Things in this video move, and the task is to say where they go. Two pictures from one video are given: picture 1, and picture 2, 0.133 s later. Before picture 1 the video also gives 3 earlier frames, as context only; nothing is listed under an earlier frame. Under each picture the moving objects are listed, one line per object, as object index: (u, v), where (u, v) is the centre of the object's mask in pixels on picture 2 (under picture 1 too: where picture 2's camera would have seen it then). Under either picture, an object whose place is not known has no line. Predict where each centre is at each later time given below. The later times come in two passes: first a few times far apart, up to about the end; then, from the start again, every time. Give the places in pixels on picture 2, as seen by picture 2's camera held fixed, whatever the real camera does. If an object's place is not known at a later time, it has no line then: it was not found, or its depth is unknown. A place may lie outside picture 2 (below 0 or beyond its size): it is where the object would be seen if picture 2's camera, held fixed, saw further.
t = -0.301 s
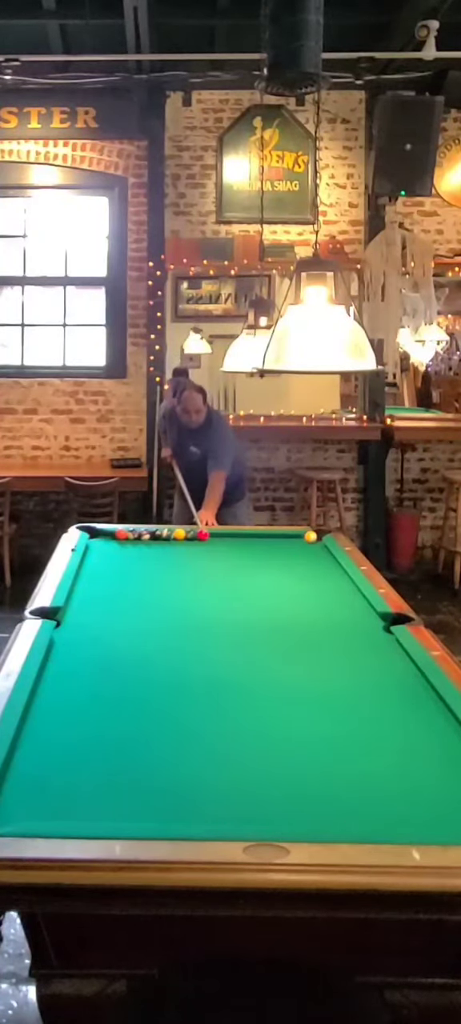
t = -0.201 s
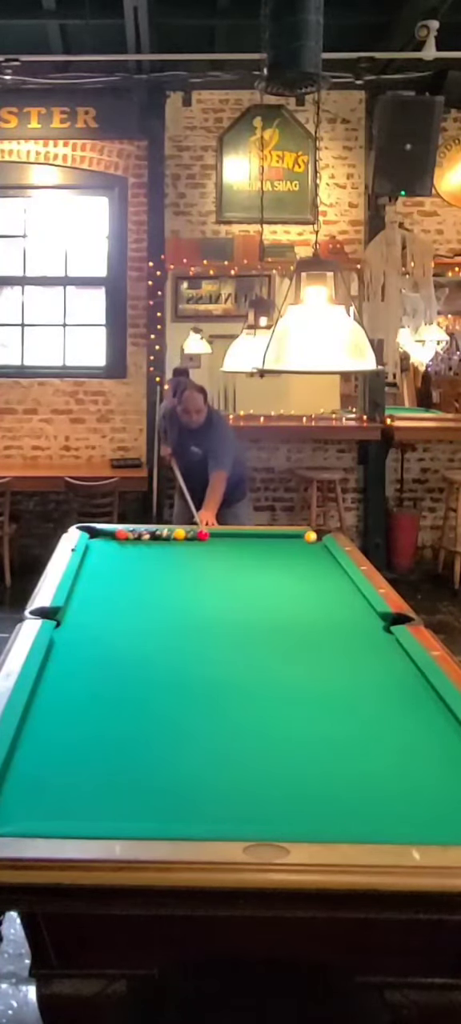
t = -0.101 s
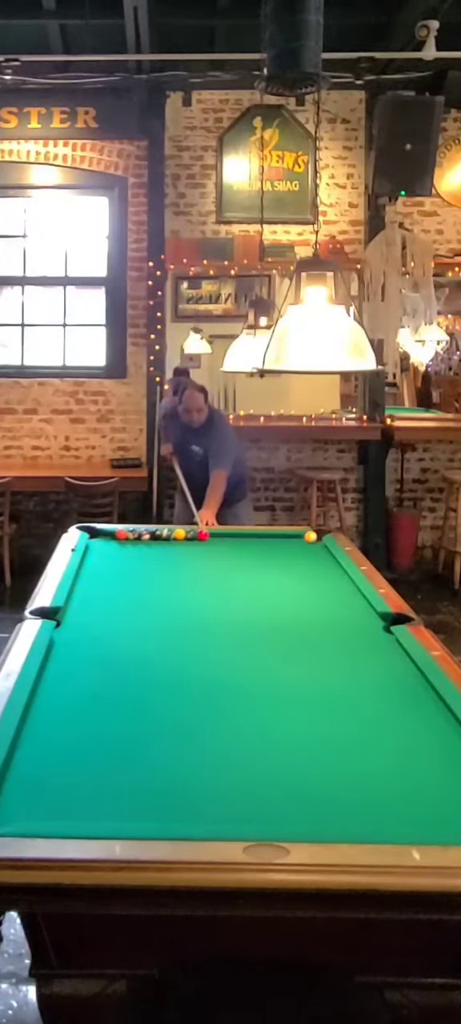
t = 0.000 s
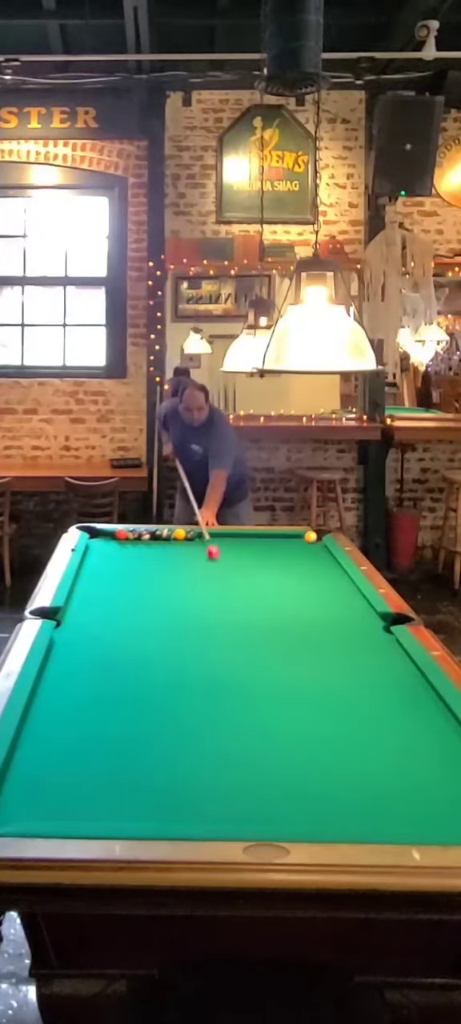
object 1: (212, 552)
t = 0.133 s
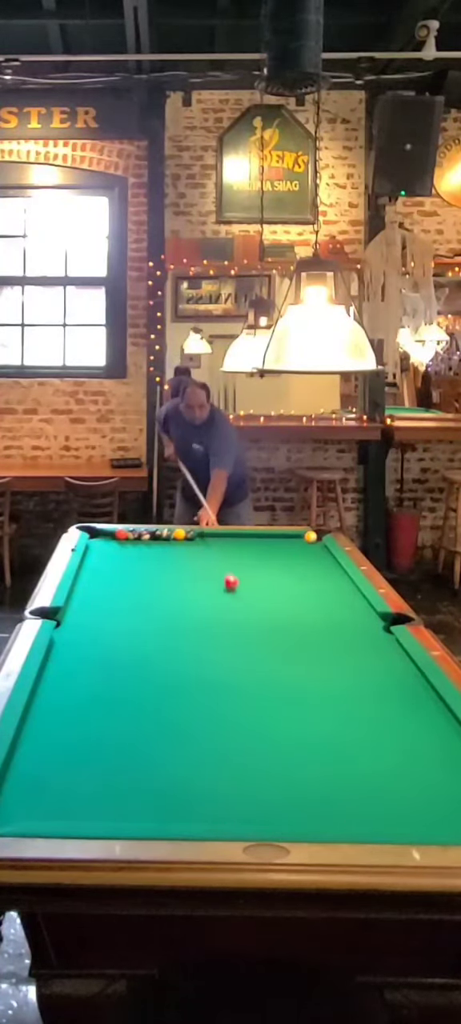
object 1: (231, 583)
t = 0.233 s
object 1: (247, 611)
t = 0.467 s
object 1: (305, 703)
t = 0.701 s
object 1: (374, 789)
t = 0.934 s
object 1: (362, 698)
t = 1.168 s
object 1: (358, 644)
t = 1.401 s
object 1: (354, 605)
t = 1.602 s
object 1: (343, 580)
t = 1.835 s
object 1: (319, 557)
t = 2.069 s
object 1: (300, 540)
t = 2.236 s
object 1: (294, 541)
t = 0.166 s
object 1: (236, 592)
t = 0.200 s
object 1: (242, 601)
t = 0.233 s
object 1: (247, 611)
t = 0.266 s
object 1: (254, 622)
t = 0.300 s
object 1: (261, 633)
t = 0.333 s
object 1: (269, 644)
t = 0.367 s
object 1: (276, 657)
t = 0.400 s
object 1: (285, 671)
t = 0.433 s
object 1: (295, 686)
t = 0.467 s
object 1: (305, 703)
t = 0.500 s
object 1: (316, 721)
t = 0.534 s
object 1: (329, 742)
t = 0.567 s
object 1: (343, 765)
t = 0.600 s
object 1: (359, 790)
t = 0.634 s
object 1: (375, 814)
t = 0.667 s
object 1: (378, 809)
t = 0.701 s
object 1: (374, 789)
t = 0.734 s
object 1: (371, 771)
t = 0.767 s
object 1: (369, 755)
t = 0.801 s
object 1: (367, 741)
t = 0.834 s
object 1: (365, 729)
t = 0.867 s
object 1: (364, 717)
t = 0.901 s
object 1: (363, 708)
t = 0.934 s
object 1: (362, 698)
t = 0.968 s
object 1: (362, 690)
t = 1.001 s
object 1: (361, 681)
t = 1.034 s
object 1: (360, 673)
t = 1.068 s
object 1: (360, 665)
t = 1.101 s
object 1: (359, 658)
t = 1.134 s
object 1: (358, 651)
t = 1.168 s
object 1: (358, 644)
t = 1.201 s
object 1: (357, 638)
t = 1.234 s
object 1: (357, 632)
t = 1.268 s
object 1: (356, 626)
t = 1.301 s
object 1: (356, 621)
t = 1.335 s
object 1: (355, 615)
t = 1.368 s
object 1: (355, 610)
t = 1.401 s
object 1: (354, 605)
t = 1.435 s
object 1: (354, 600)
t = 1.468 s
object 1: (354, 596)
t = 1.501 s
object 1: (354, 591)
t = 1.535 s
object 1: (350, 587)
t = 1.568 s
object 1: (346, 584)
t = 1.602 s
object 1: (343, 580)
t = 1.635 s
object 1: (339, 576)
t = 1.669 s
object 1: (336, 573)
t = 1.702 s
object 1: (332, 570)
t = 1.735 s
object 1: (329, 567)
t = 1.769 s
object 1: (325, 564)
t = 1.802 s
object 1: (322, 561)
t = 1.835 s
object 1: (319, 557)
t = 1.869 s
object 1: (317, 555)
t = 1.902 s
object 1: (314, 552)
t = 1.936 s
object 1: (311, 550)
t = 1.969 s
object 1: (309, 547)
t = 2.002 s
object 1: (306, 545)
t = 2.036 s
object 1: (303, 542)
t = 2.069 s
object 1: (300, 540)
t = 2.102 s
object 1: (298, 537)
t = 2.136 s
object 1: (296, 536)
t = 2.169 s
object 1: (296, 537)
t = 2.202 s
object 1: (295, 538)
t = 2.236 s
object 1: (294, 541)
